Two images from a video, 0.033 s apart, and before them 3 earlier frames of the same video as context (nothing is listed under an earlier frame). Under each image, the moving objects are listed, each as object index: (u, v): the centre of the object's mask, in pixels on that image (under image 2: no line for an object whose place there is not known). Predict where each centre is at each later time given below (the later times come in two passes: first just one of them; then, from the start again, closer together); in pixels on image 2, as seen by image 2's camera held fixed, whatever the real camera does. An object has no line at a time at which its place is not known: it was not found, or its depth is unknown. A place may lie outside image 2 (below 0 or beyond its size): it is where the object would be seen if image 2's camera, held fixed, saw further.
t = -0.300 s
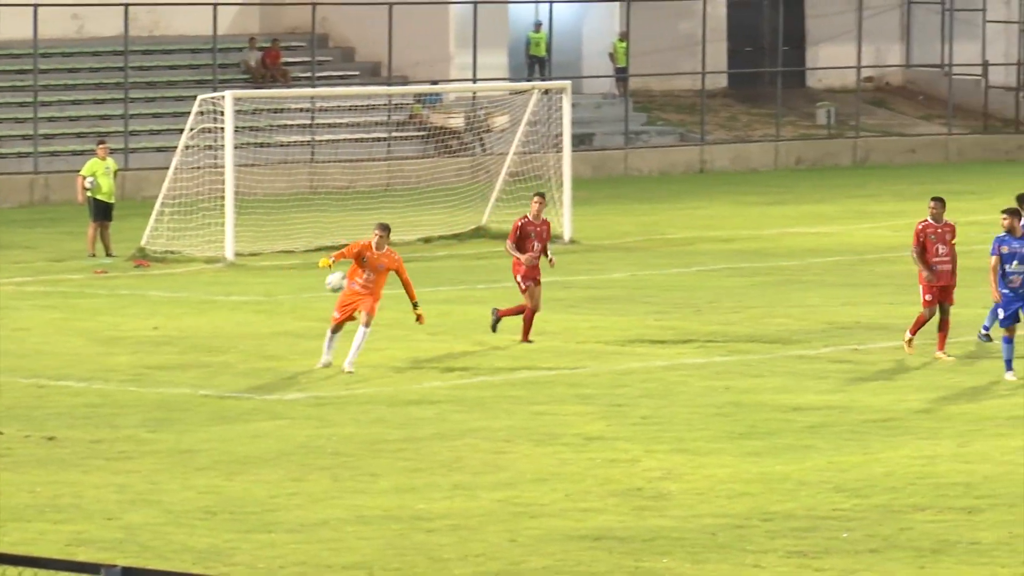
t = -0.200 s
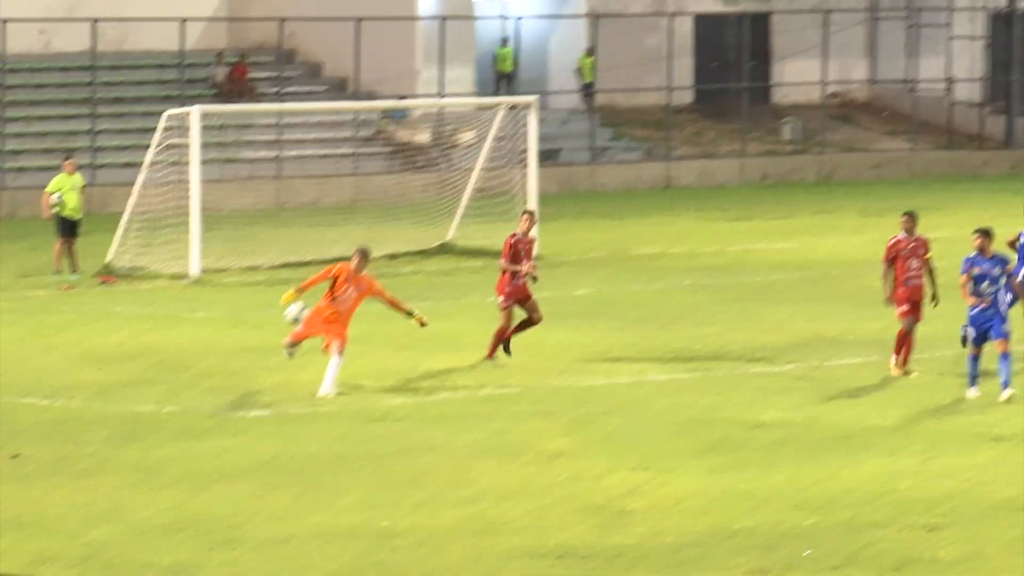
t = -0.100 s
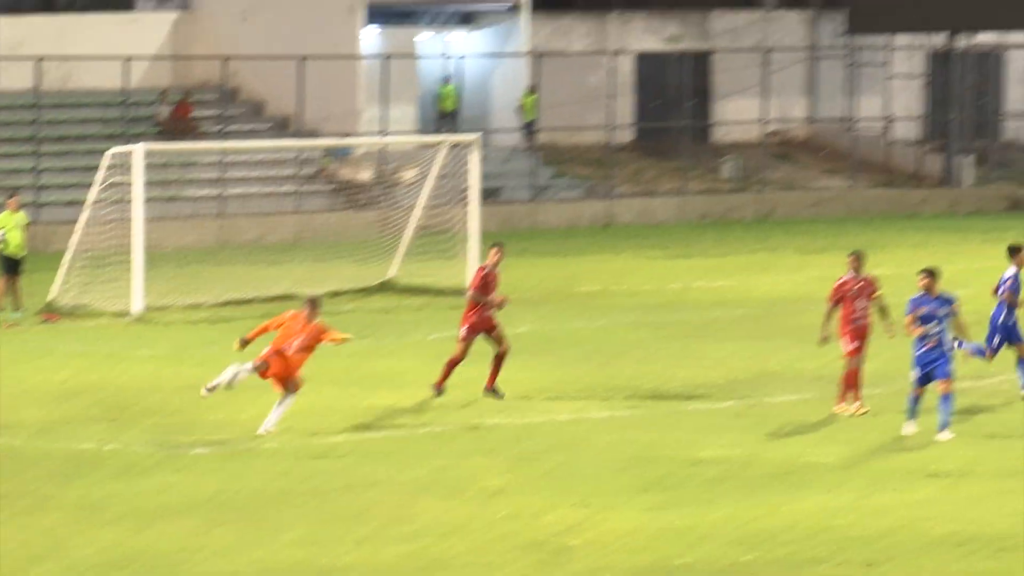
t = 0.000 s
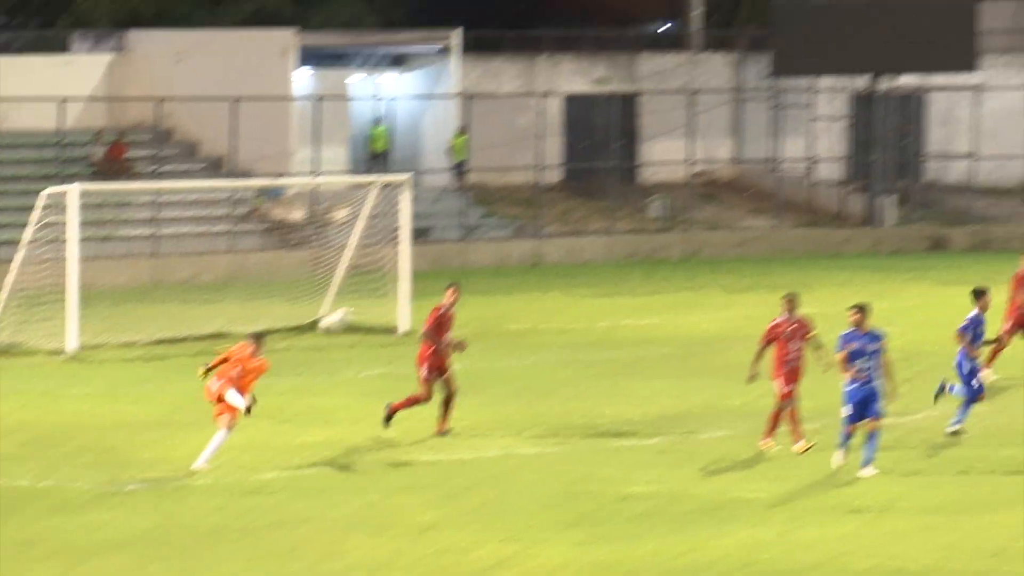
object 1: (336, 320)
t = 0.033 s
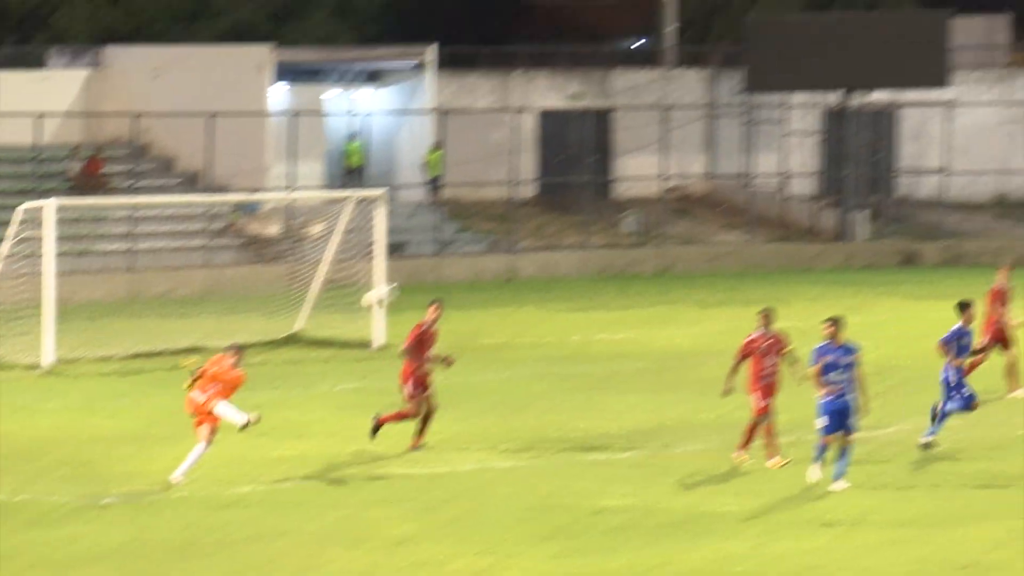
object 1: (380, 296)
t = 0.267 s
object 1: (884, 13)
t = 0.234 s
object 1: (807, 57)
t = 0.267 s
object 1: (884, 13)
